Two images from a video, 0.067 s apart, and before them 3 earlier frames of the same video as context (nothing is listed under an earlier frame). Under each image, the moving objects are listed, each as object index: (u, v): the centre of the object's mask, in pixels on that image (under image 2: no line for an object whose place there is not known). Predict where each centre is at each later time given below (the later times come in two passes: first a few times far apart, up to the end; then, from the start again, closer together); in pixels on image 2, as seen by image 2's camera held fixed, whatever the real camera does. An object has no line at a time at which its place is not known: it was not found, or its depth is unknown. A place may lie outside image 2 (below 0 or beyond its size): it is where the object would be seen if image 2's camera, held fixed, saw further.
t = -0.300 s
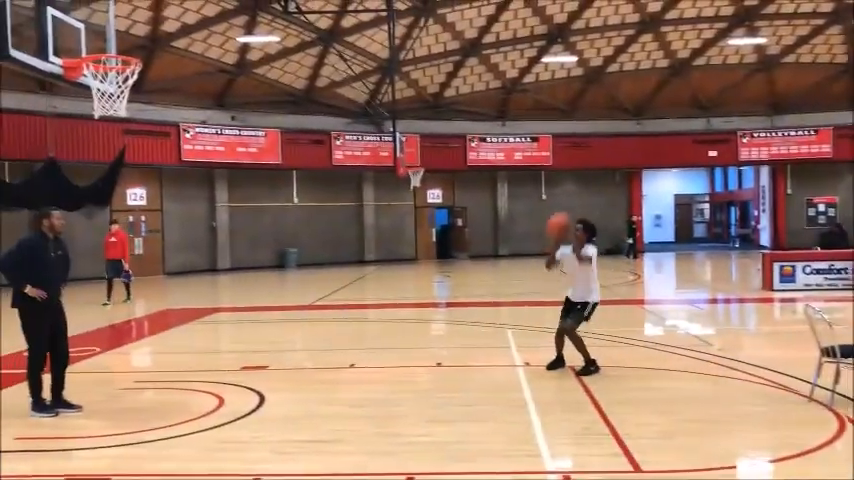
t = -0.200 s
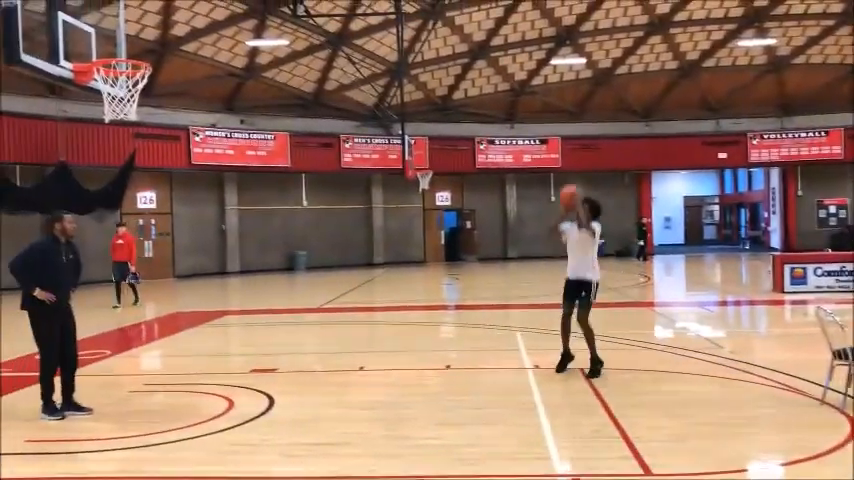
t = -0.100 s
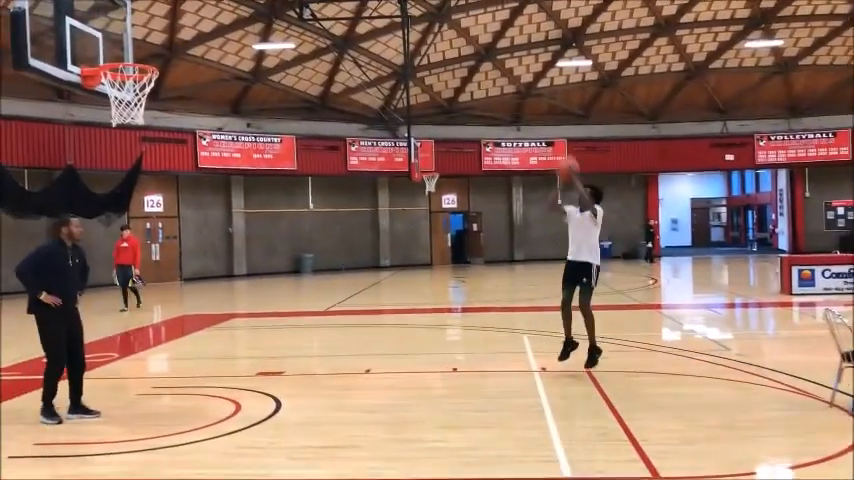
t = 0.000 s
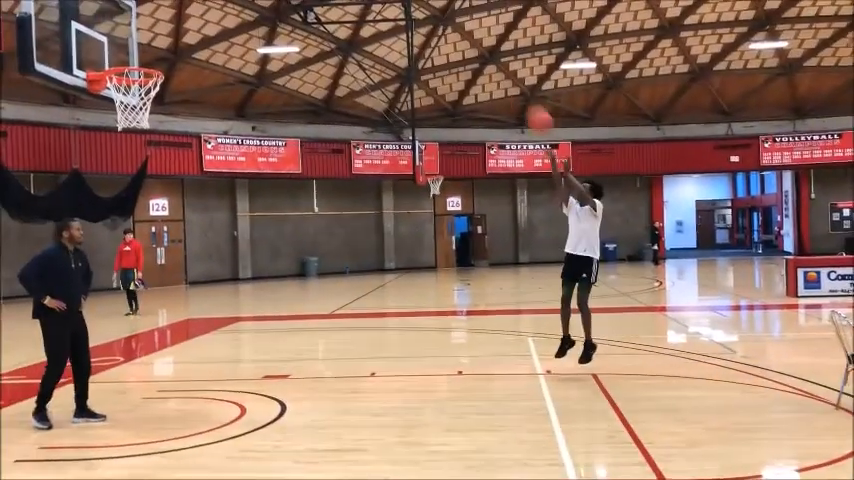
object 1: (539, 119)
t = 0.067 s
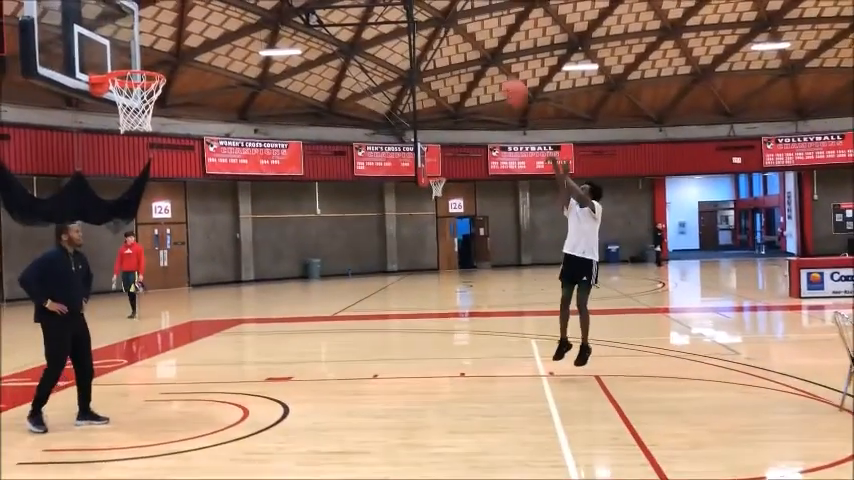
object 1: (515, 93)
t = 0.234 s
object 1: (445, 29)
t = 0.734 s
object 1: (232, 5)
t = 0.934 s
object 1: (146, 63)
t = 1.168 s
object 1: (92, 135)
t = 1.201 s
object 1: (87, 145)
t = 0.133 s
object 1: (488, 64)
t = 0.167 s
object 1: (473, 51)
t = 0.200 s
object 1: (460, 40)
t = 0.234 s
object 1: (445, 29)
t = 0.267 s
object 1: (431, 21)
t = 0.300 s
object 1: (419, 13)
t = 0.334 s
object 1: (405, 4)
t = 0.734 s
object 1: (232, 5)
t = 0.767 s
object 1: (217, 11)
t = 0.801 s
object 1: (203, 21)
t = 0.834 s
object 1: (188, 32)
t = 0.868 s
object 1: (174, 43)
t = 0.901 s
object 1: (159, 56)
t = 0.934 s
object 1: (146, 63)
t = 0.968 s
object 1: (130, 84)
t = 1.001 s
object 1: (112, 102)
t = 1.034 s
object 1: (107, 104)
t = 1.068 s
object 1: (102, 112)
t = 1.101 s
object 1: (100, 118)
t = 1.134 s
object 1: (96, 127)
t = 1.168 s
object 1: (92, 135)
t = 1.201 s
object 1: (87, 145)
